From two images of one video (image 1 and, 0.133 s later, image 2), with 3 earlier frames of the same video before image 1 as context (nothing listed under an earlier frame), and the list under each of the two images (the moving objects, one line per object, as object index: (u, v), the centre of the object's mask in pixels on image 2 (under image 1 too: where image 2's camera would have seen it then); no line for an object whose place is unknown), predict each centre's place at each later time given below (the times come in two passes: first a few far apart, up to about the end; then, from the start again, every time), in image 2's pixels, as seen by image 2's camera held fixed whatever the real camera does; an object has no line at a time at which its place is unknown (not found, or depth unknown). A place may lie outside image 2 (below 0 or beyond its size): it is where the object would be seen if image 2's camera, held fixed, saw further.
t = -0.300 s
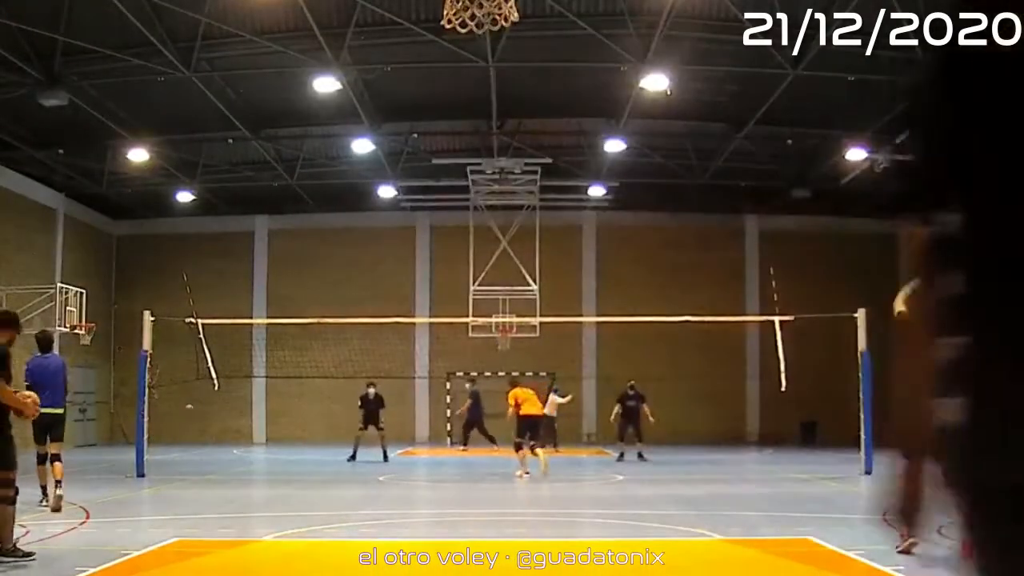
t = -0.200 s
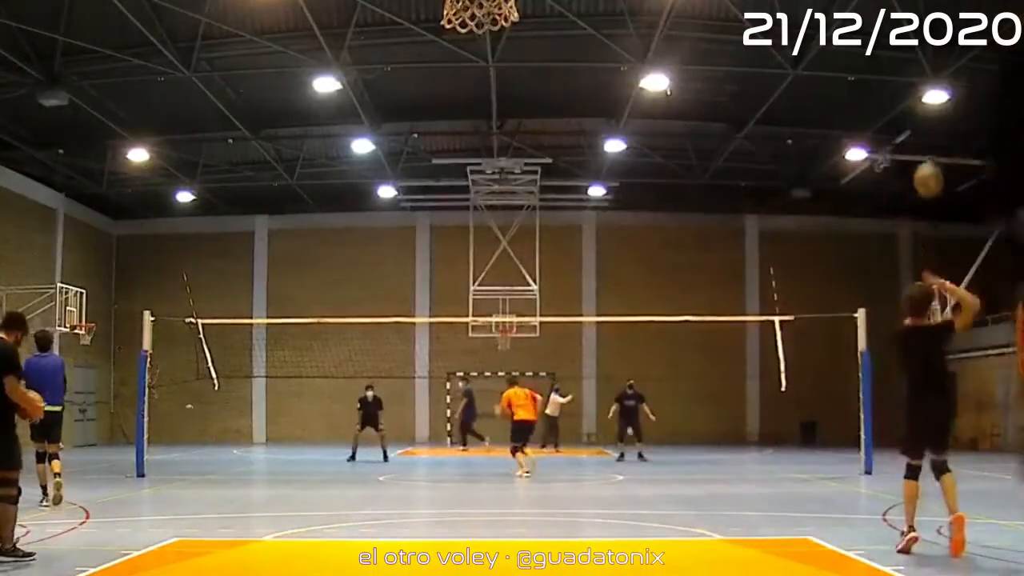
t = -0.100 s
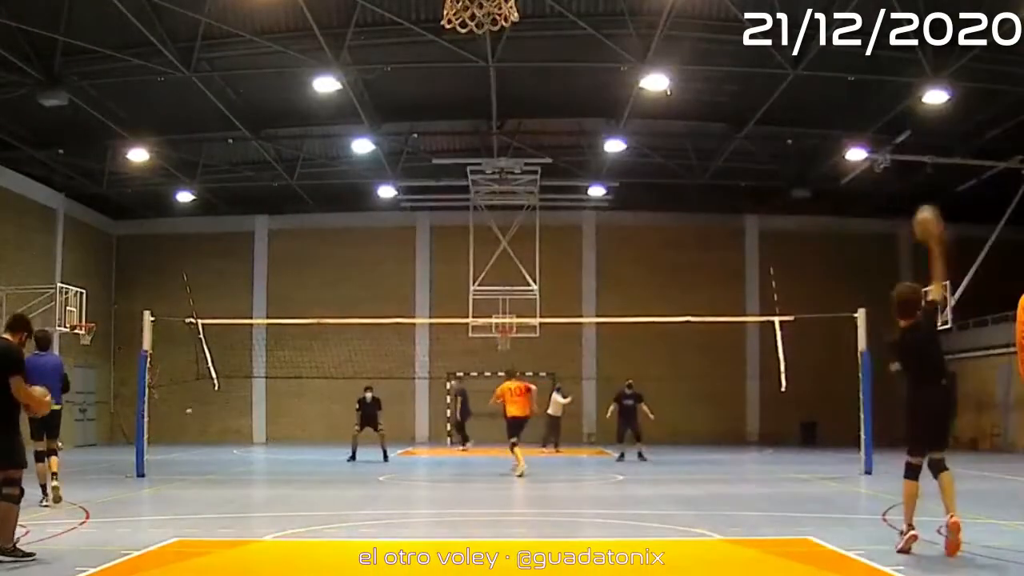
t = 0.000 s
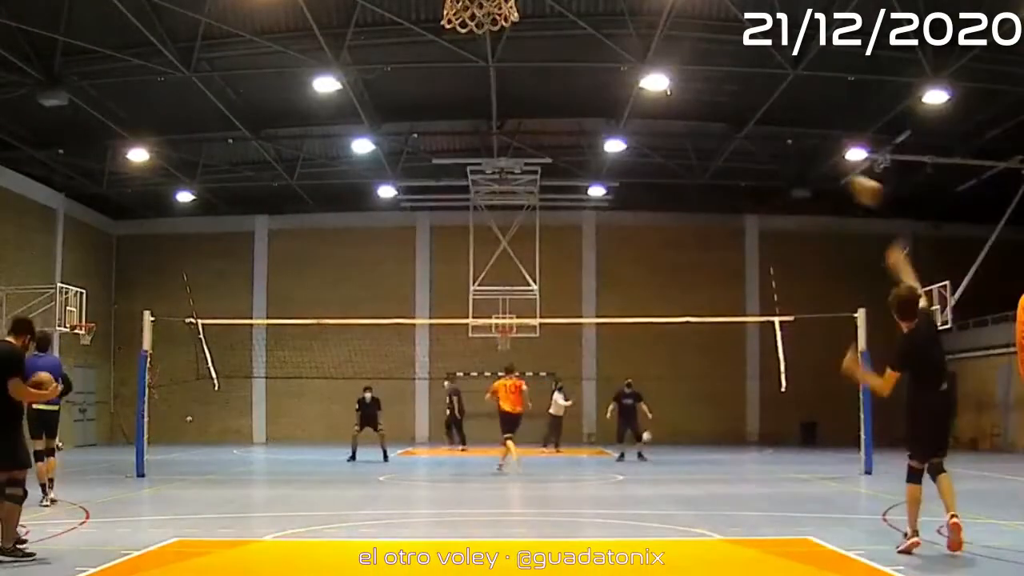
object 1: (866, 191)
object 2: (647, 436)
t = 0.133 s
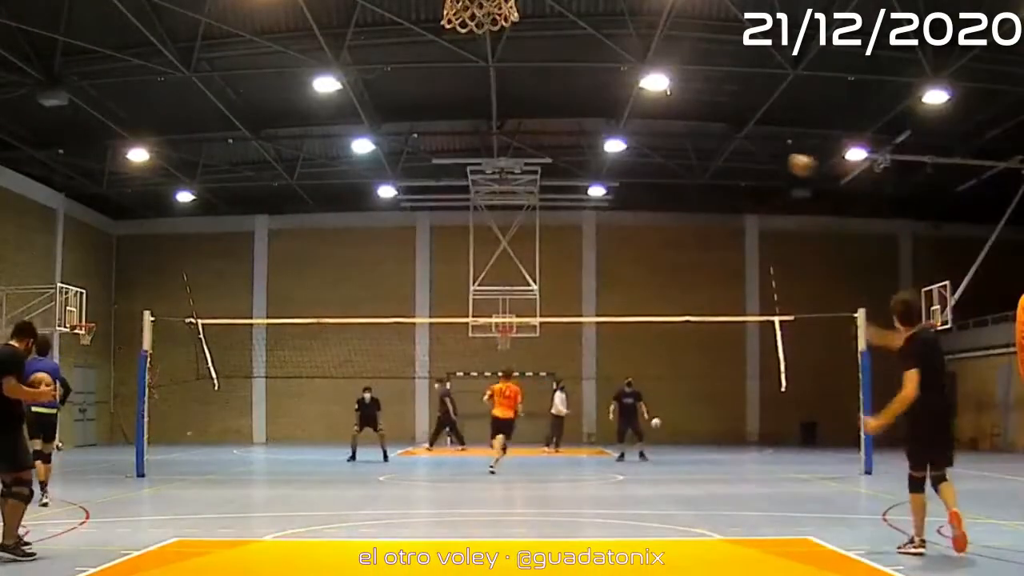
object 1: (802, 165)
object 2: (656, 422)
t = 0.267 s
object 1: (755, 164)
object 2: (665, 415)
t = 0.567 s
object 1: (689, 201)
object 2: (686, 431)
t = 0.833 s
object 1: (649, 260)
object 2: (703, 435)
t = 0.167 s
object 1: (788, 163)
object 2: (658, 420)
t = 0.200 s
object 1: (777, 162)
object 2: (660, 418)
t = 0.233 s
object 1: (766, 162)
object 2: (663, 416)
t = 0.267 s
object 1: (755, 164)
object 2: (665, 415)
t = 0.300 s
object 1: (746, 165)
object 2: (667, 415)
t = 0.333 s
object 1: (737, 167)
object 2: (670, 416)
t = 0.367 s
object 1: (729, 171)
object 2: (671, 416)
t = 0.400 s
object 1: (721, 175)
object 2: (674, 417)
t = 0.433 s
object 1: (714, 179)
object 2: (677, 419)
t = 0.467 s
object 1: (707, 184)
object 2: (678, 421)
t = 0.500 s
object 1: (701, 189)
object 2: (681, 424)
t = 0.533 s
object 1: (695, 195)
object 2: (683, 427)
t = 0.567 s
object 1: (689, 201)
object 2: (686, 431)
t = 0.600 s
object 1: (684, 207)
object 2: (689, 436)
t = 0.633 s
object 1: (678, 213)
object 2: (691, 440)
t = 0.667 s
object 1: (672, 220)
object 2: (692, 444)
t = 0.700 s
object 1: (668, 227)
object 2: (695, 449)
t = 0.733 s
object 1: (663, 236)
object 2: (697, 446)
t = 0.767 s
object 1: (658, 243)
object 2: (699, 441)
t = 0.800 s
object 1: (654, 251)
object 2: (701, 438)
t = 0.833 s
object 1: (649, 260)
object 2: (703, 435)
